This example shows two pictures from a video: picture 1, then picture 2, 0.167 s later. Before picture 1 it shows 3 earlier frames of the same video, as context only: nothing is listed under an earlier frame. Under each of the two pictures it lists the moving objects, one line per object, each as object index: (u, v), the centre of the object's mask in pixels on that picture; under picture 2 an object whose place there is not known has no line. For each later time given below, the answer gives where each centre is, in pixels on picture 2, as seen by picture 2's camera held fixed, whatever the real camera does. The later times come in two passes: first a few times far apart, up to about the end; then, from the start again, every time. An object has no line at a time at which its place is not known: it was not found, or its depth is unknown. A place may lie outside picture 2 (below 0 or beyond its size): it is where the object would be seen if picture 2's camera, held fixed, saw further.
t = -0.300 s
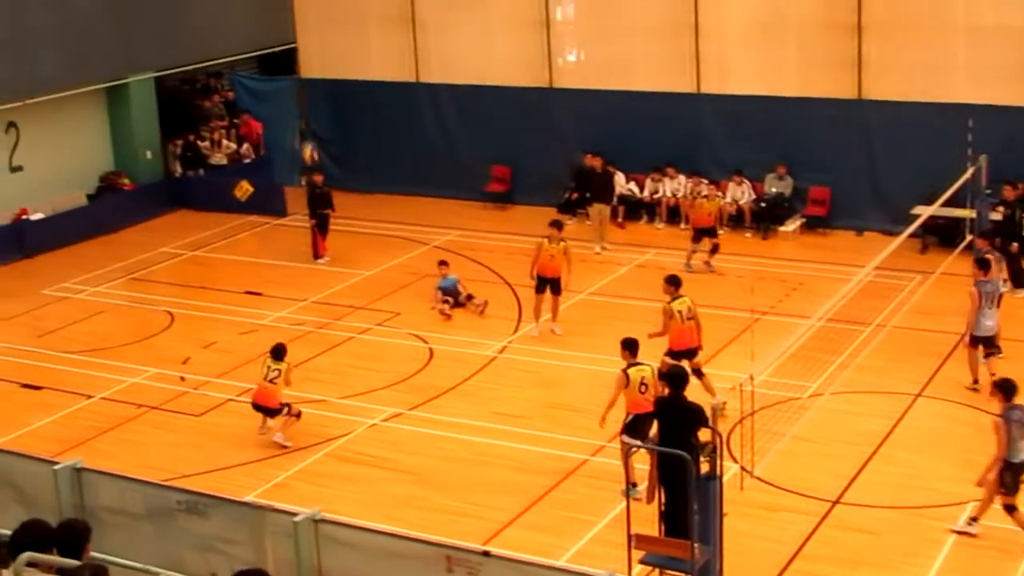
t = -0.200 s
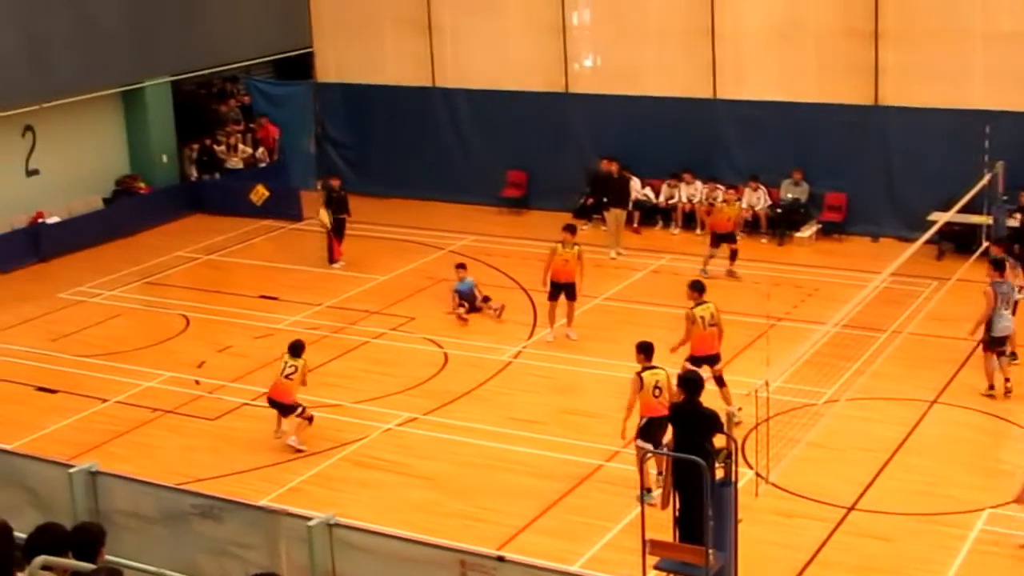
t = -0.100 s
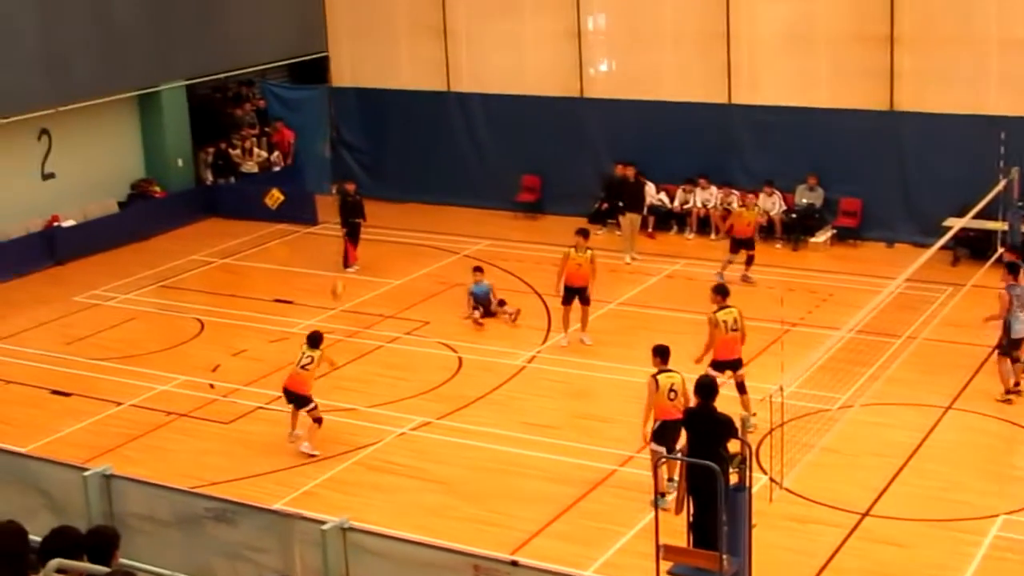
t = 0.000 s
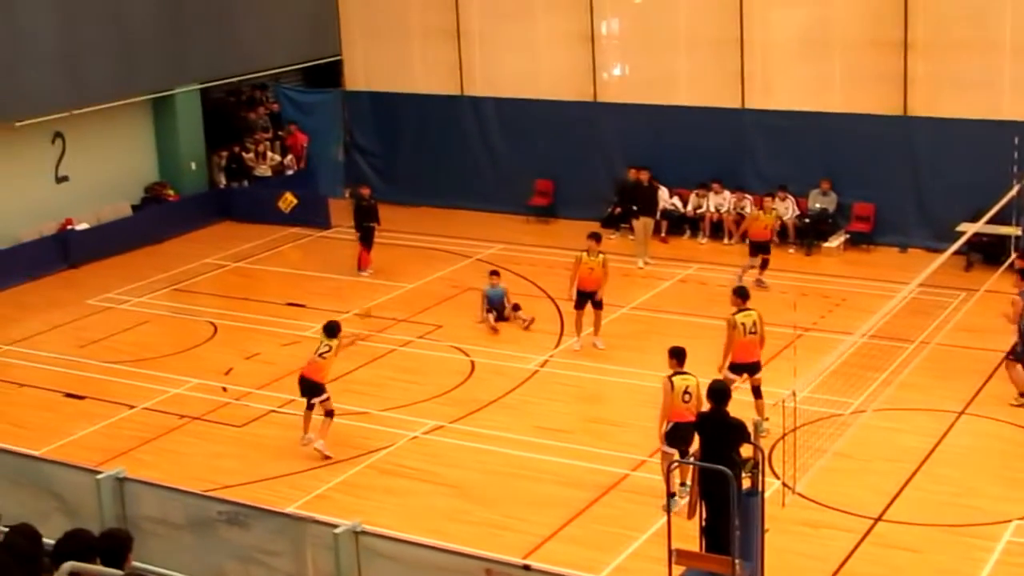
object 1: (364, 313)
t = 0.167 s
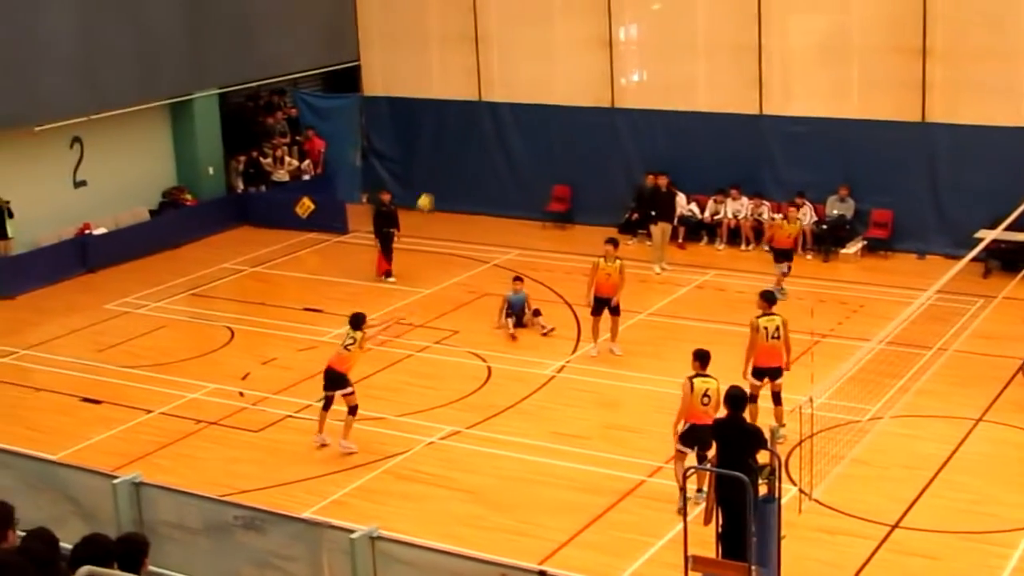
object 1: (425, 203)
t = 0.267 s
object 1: (450, 149)
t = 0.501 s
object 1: (504, 54)
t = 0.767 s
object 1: (567, 3)
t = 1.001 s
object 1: (620, 6)
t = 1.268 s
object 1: (677, 60)
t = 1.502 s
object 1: (723, 144)
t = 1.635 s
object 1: (746, 207)
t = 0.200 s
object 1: (433, 184)
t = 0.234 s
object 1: (442, 166)
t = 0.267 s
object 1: (450, 149)
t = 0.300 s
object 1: (458, 133)
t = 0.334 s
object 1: (466, 117)
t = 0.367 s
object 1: (473, 103)
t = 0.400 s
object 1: (480, 89)
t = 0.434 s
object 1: (488, 77)
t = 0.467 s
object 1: (496, 64)
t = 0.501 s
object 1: (504, 54)
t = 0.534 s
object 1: (512, 46)
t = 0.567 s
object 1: (520, 36)
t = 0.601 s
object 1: (528, 28)
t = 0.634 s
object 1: (536, 21)
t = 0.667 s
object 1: (543, 16)
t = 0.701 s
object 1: (551, 10)
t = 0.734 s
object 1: (559, 6)
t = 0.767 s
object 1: (567, 3)
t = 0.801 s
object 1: (574, 2)
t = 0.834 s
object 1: (582, 0)
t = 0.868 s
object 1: (590, -1)
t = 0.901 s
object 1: (597, 0)
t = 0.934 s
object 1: (605, 1)
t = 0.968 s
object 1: (612, 3)
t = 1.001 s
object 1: (620, 6)
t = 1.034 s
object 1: (627, 11)
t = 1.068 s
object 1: (635, 15)
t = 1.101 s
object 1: (642, 20)
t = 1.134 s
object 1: (649, 26)
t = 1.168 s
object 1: (656, 34)
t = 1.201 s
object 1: (663, 42)
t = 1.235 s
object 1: (670, 51)
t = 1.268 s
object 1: (677, 60)
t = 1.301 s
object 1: (684, 70)
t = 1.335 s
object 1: (690, 81)
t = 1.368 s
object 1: (696, 93)
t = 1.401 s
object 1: (703, 108)
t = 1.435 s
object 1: (711, 118)
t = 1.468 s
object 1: (717, 130)
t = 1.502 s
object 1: (723, 144)
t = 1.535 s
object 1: (729, 159)
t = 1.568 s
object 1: (735, 174)
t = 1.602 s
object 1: (741, 188)
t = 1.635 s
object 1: (746, 207)
